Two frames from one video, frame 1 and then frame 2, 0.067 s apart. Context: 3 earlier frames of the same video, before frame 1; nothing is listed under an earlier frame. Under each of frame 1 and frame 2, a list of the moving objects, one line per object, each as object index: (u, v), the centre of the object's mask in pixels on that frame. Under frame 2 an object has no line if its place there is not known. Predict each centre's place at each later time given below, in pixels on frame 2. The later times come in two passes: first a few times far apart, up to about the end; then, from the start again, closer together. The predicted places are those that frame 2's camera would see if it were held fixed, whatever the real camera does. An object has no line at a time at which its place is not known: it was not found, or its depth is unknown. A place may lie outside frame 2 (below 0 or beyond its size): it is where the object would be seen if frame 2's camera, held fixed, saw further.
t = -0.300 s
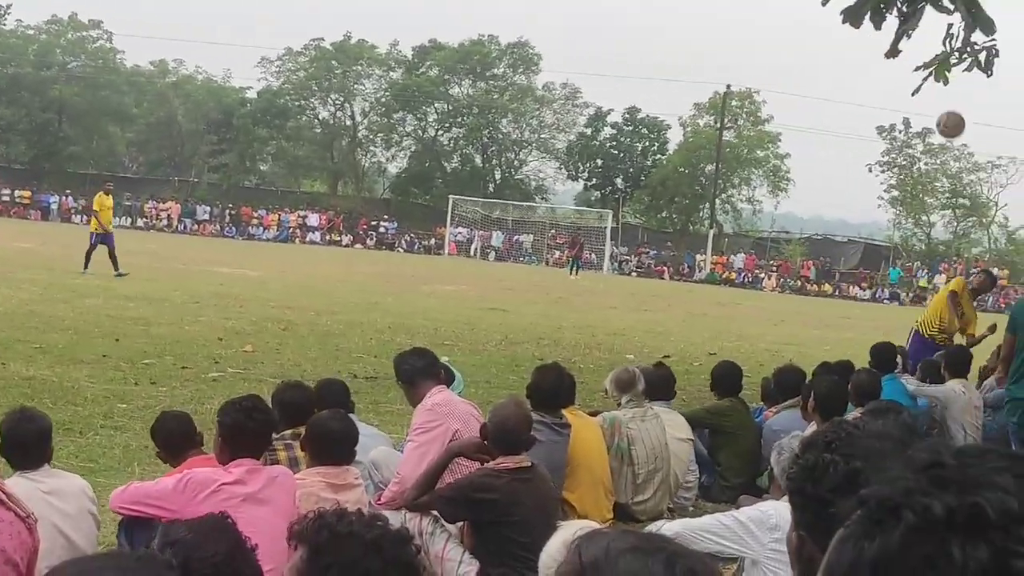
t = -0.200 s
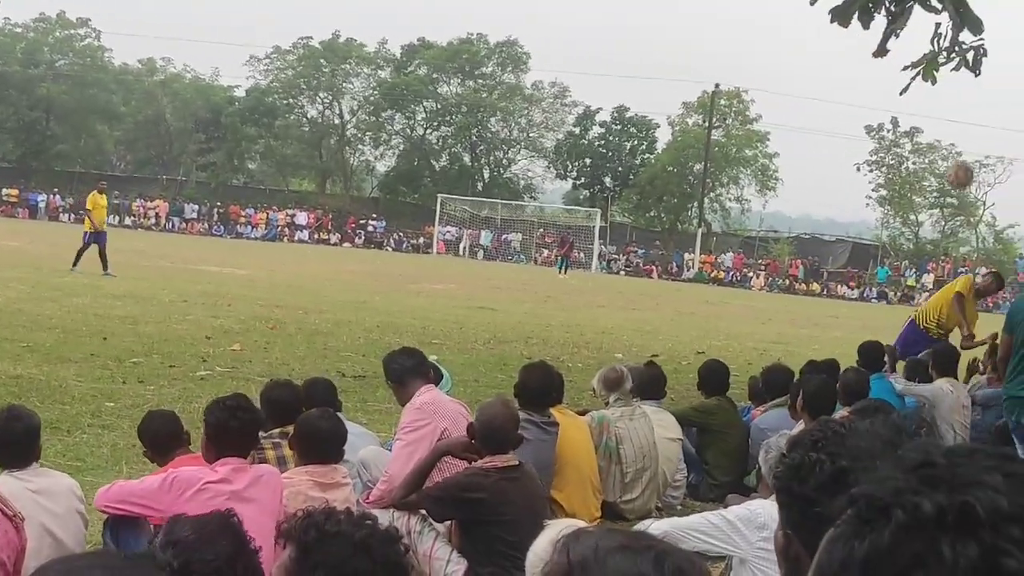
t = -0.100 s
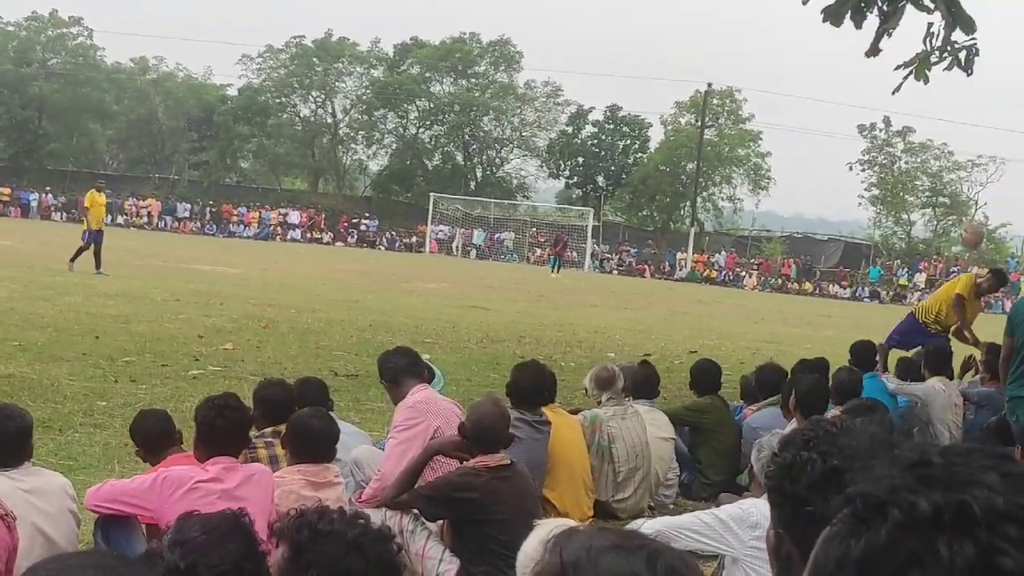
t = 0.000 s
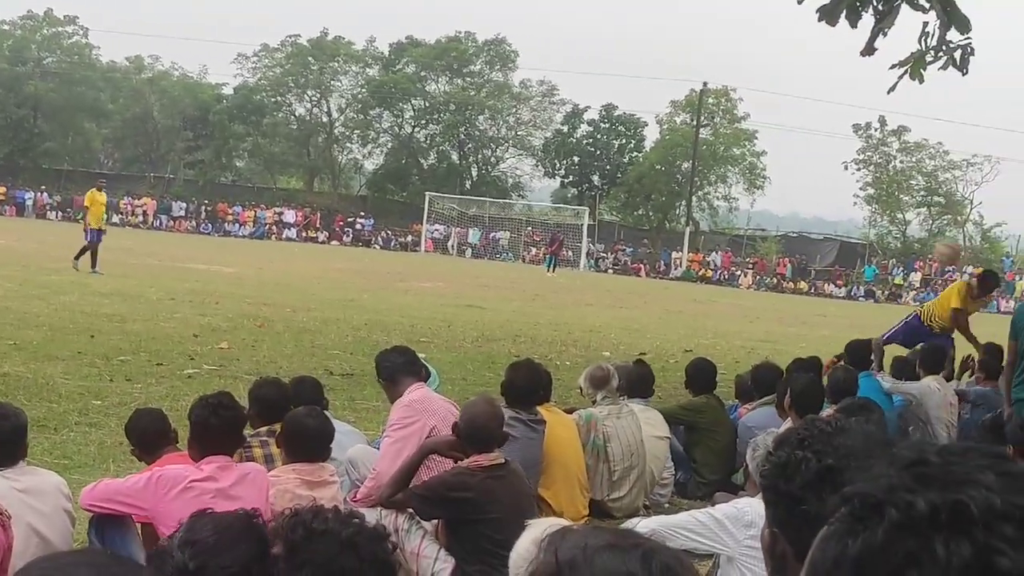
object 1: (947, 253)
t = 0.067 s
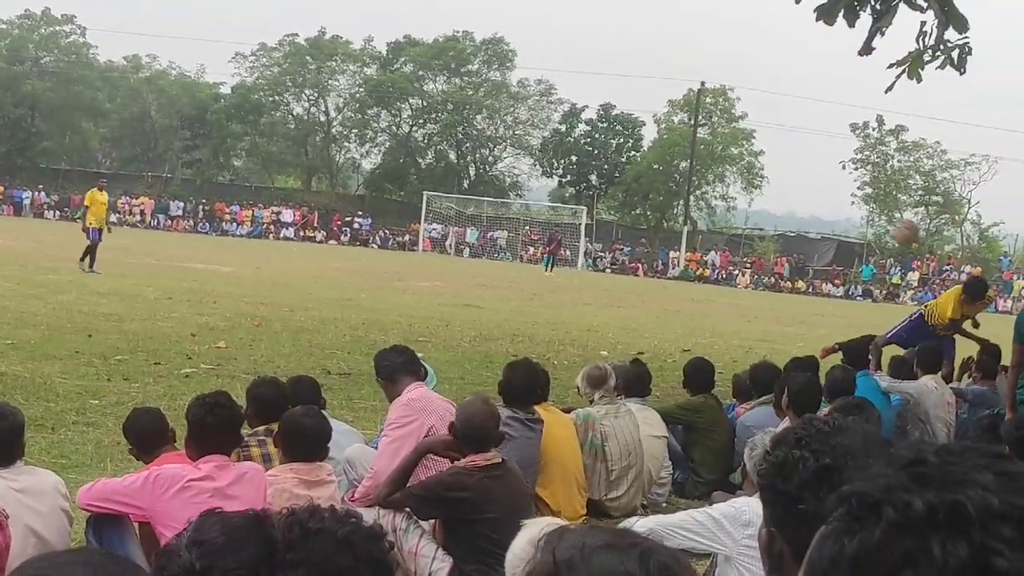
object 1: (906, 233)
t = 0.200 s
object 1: (828, 210)
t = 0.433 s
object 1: (683, 219)
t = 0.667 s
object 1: (533, 297)
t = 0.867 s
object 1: (420, 348)
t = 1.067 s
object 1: (351, 283)
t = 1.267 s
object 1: (278, 260)
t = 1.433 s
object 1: (215, 278)
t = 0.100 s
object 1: (886, 224)
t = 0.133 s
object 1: (867, 218)
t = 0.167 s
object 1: (847, 214)
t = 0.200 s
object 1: (828, 210)
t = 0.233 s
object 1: (808, 208)
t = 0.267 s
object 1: (788, 207)
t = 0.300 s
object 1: (767, 207)
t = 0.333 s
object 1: (746, 208)
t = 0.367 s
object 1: (725, 210)
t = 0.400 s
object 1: (704, 216)
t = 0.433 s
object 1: (683, 219)
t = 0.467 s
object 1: (663, 226)
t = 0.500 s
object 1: (642, 235)
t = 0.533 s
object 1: (621, 244)
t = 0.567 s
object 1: (600, 255)
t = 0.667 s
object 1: (533, 297)
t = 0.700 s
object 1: (510, 314)
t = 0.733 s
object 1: (488, 332)
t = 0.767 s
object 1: (467, 350)
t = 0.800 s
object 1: (448, 369)
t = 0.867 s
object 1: (420, 348)
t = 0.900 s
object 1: (406, 337)
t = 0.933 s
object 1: (396, 324)
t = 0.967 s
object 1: (384, 312)
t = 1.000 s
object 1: (372, 301)
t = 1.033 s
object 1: (362, 291)
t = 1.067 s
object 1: (351, 283)
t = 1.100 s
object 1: (338, 274)
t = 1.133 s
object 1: (327, 268)
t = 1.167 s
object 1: (315, 264)
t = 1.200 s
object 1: (302, 262)
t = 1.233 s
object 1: (290, 260)
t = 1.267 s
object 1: (278, 260)
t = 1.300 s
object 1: (266, 261)
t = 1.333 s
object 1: (254, 263)
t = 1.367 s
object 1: (241, 266)
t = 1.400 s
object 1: (229, 272)
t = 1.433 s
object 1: (215, 278)
